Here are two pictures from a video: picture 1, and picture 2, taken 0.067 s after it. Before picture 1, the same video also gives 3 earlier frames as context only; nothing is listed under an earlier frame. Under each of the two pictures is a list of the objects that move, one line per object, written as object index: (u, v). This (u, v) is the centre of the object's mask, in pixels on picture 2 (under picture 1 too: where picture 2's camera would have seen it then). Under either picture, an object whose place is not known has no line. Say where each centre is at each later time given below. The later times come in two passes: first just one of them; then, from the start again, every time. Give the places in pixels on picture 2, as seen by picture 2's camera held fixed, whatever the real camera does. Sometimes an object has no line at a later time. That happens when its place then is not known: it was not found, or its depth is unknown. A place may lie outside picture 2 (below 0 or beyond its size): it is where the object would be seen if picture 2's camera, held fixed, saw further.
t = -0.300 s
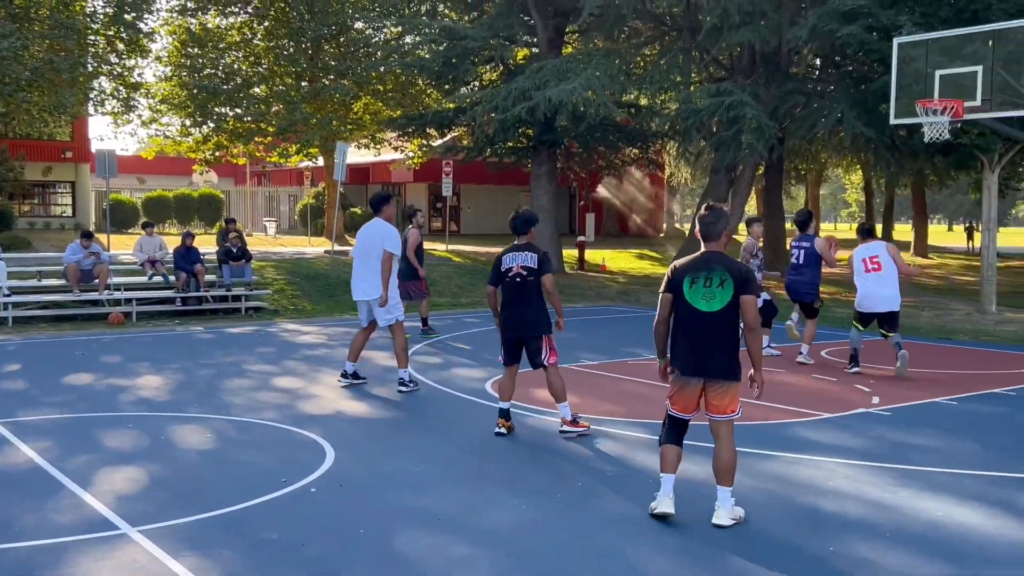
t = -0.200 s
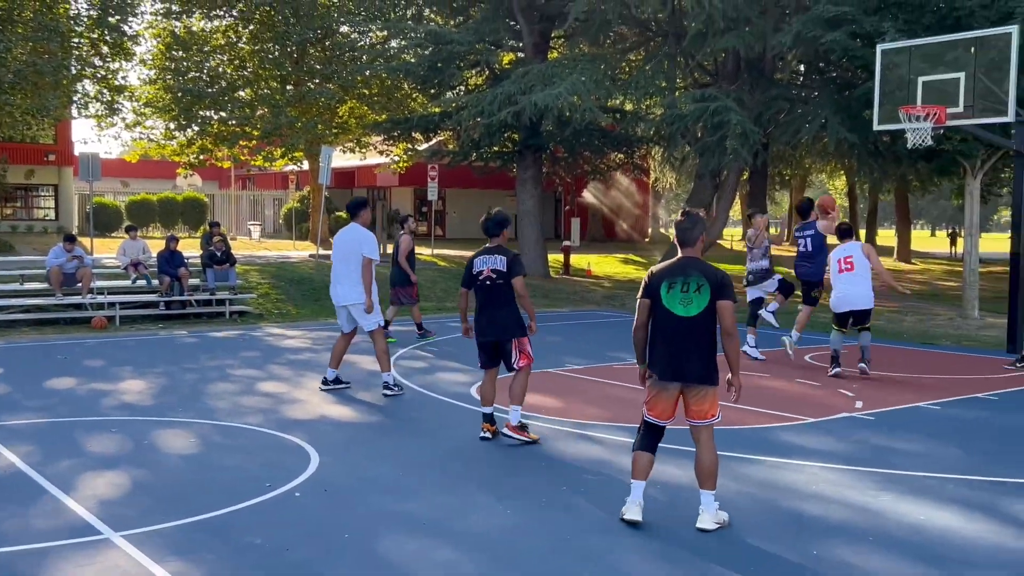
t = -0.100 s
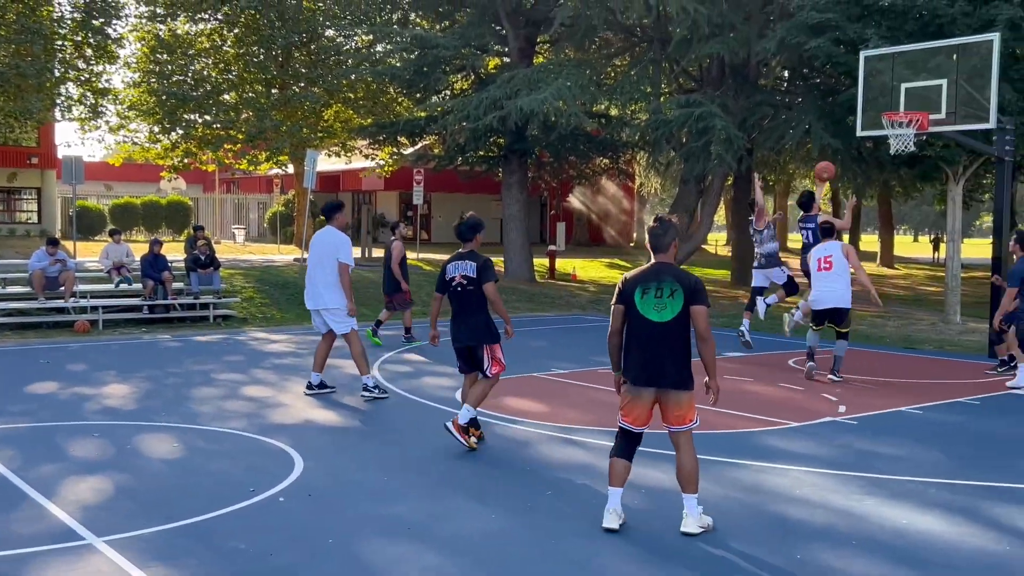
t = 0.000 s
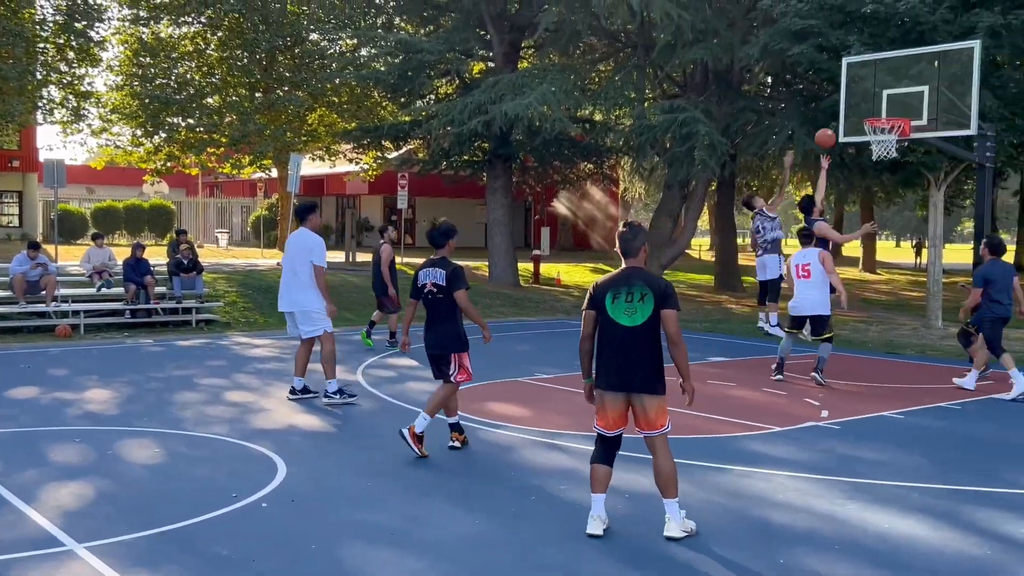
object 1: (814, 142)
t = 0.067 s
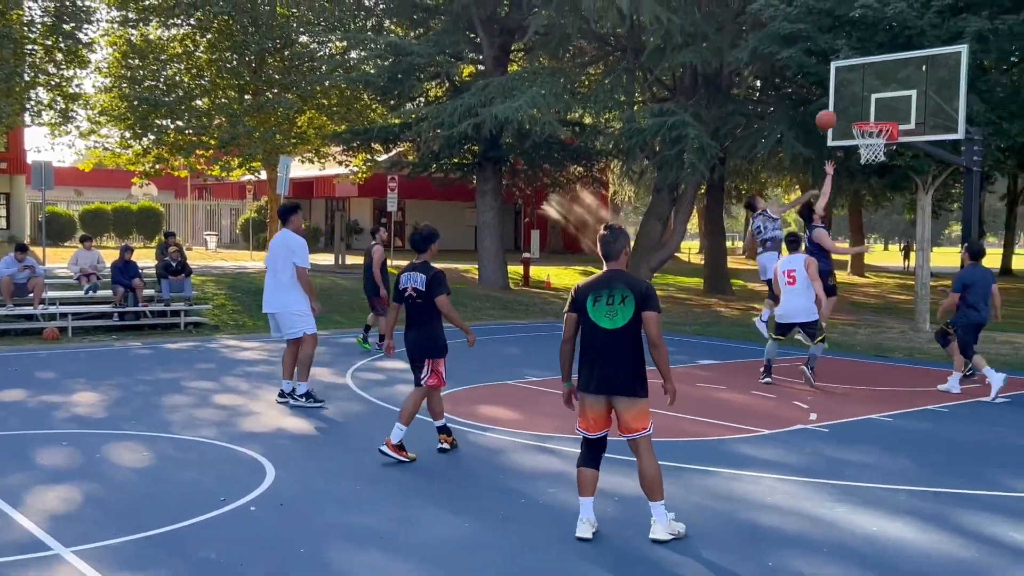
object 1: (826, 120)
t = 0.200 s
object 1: (850, 86)
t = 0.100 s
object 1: (832, 110)
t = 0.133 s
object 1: (838, 101)
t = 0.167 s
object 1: (845, 93)
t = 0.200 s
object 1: (850, 86)
